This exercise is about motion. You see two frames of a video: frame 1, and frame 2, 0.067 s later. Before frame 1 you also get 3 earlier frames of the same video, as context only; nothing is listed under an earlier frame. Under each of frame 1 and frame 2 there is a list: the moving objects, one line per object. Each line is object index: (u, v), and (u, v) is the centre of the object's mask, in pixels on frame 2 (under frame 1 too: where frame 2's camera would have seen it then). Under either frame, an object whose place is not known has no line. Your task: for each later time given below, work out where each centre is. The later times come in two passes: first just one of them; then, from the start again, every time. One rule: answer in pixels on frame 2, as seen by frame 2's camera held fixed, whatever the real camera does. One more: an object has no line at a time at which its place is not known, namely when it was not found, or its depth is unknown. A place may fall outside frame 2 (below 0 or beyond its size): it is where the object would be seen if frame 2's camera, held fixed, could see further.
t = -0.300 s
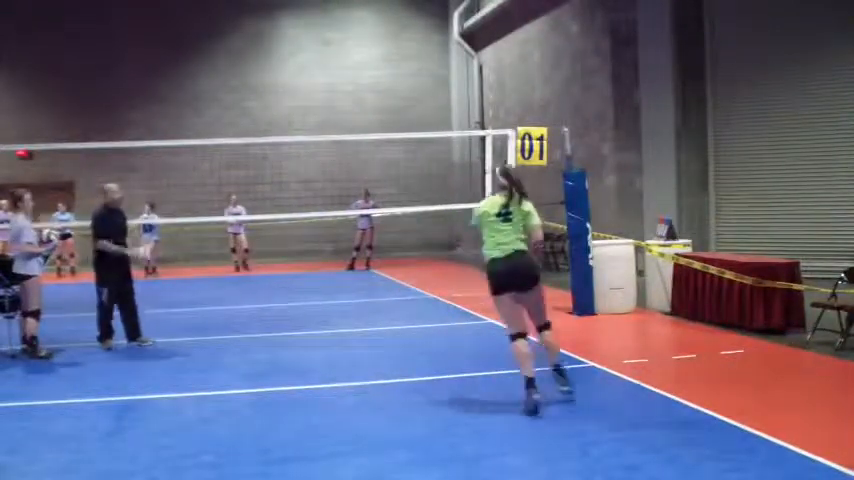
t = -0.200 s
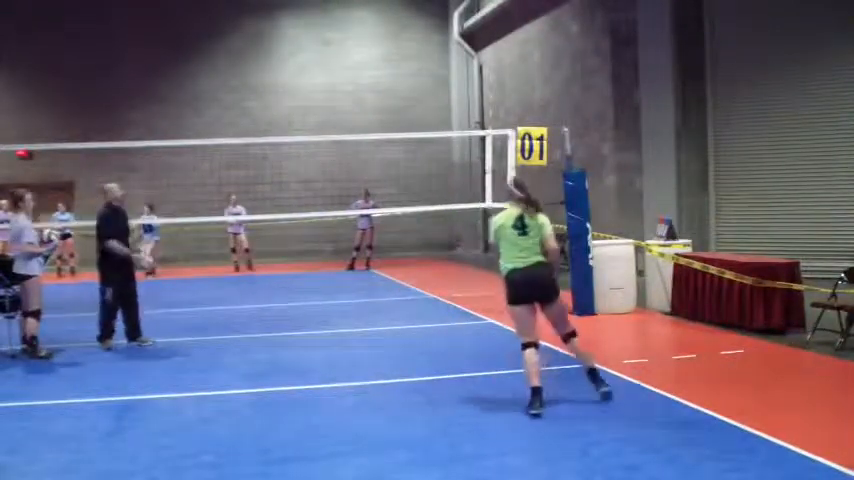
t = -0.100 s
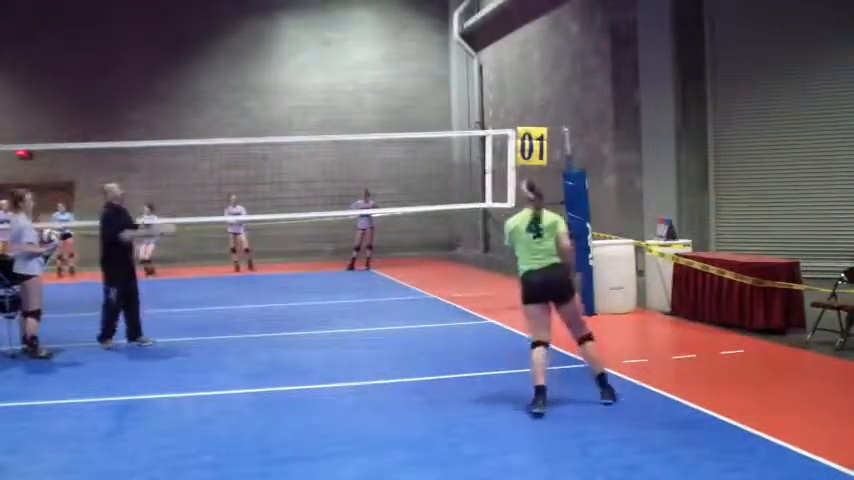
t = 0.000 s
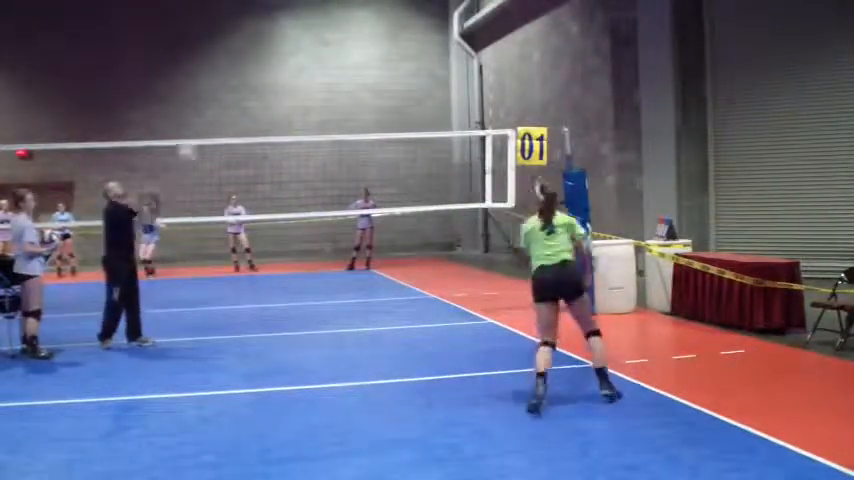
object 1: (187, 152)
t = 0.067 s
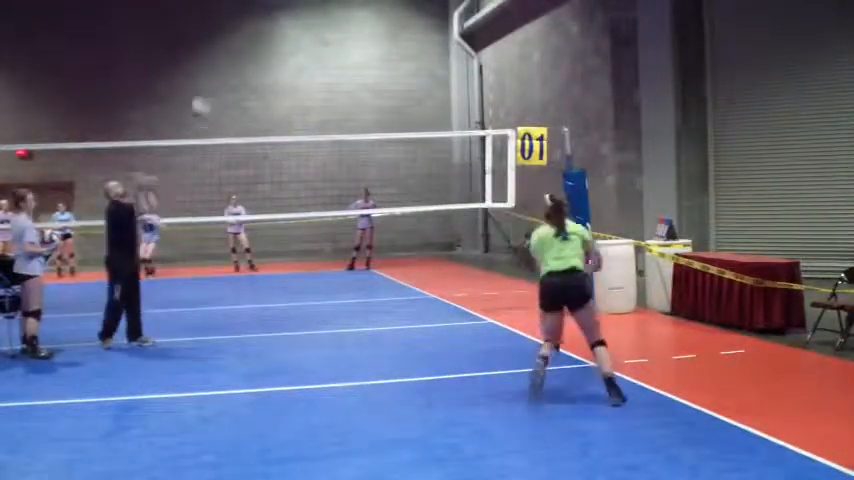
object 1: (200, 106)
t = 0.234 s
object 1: (230, 15)
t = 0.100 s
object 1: (206, 86)
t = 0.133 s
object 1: (213, 66)
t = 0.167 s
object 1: (218, 47)
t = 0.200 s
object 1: (224, 32)
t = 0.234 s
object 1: (230, 15)
